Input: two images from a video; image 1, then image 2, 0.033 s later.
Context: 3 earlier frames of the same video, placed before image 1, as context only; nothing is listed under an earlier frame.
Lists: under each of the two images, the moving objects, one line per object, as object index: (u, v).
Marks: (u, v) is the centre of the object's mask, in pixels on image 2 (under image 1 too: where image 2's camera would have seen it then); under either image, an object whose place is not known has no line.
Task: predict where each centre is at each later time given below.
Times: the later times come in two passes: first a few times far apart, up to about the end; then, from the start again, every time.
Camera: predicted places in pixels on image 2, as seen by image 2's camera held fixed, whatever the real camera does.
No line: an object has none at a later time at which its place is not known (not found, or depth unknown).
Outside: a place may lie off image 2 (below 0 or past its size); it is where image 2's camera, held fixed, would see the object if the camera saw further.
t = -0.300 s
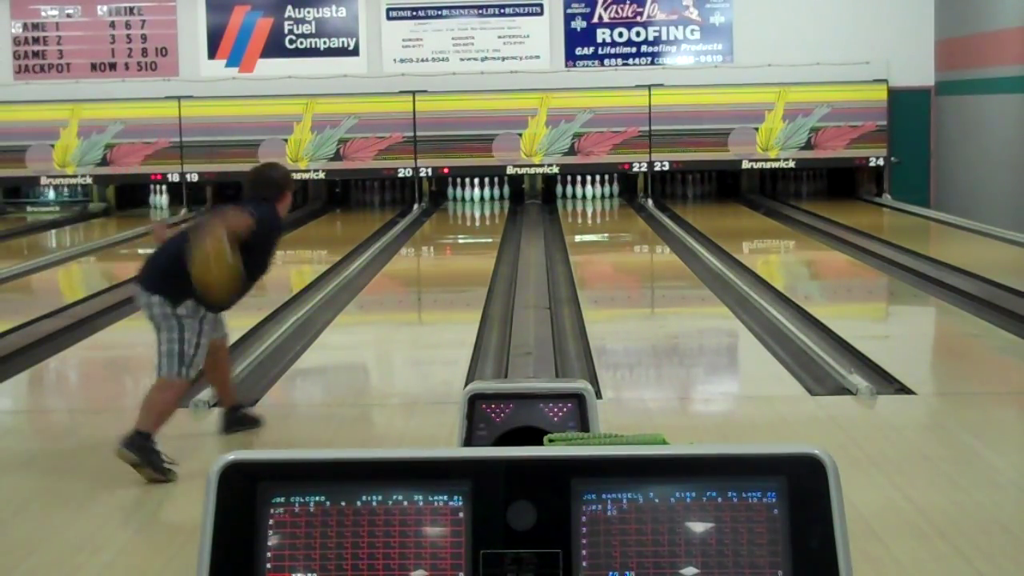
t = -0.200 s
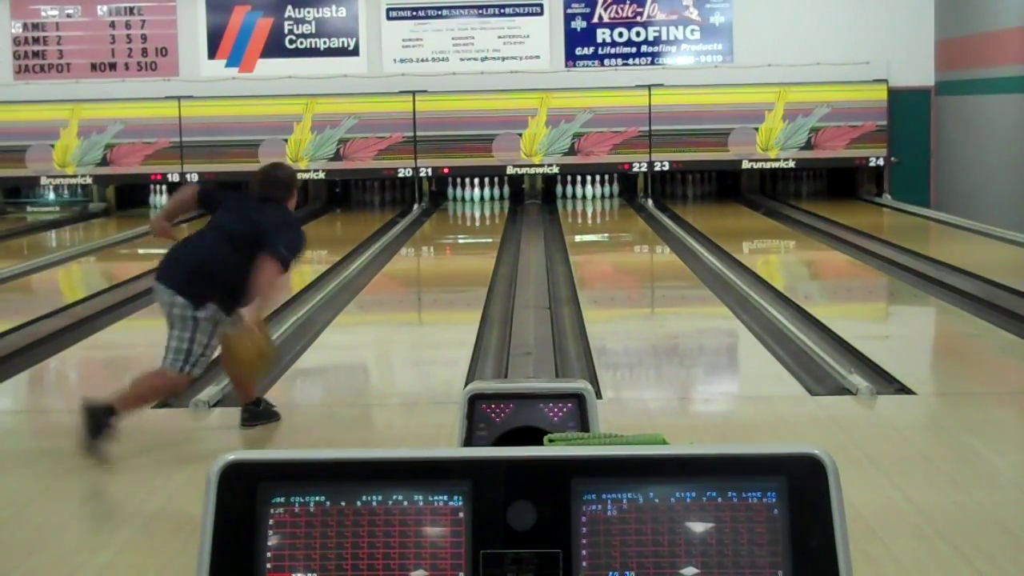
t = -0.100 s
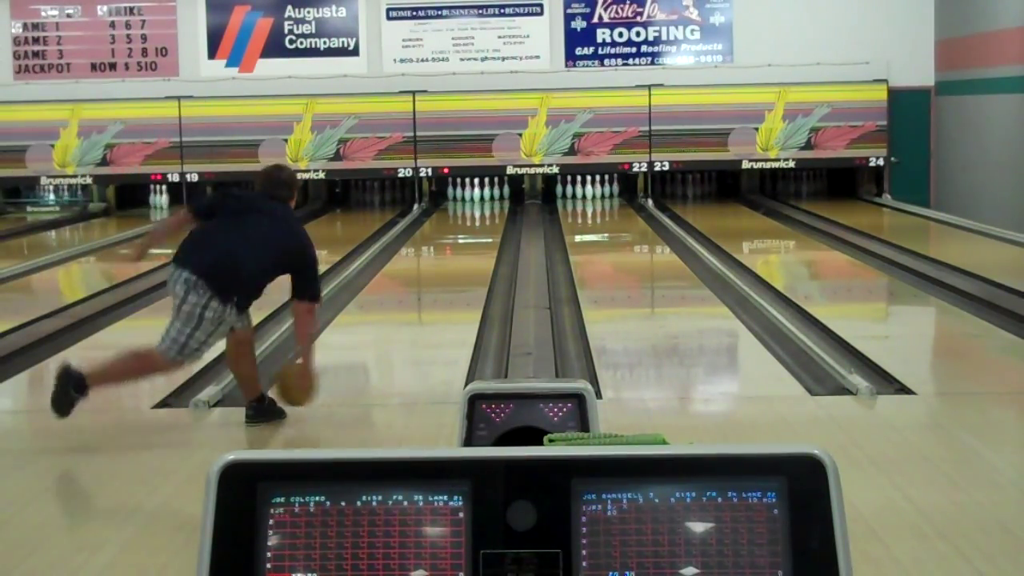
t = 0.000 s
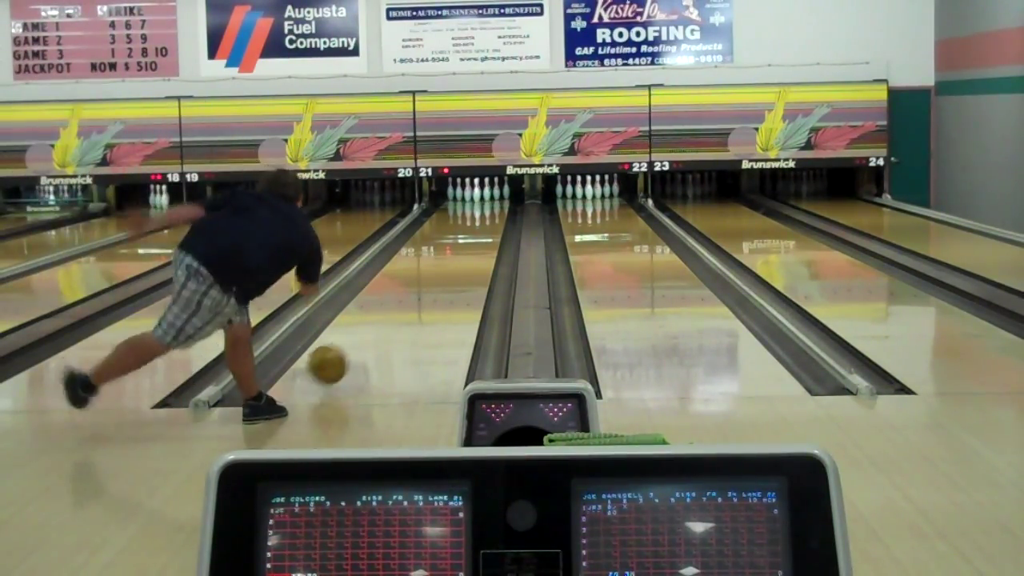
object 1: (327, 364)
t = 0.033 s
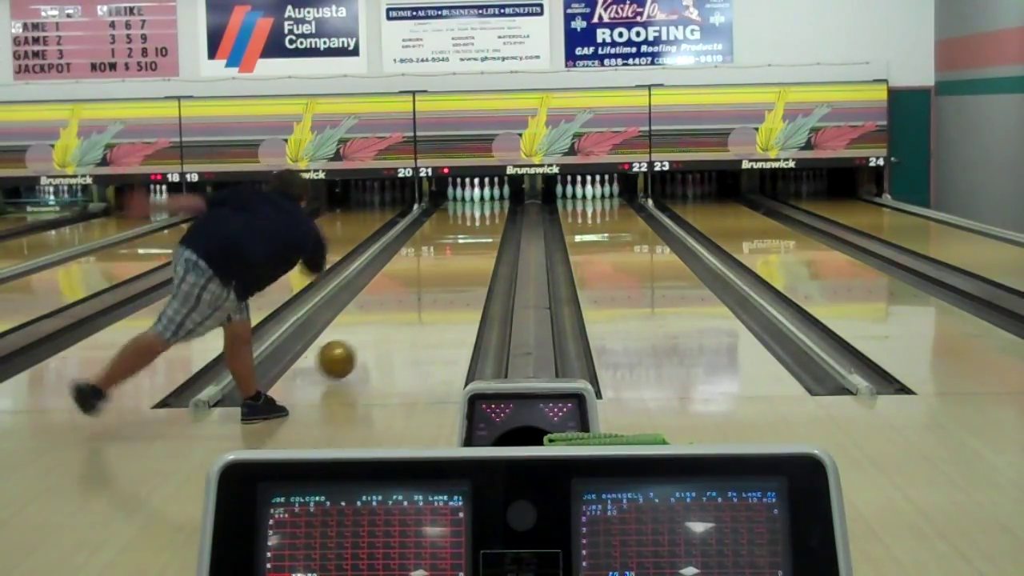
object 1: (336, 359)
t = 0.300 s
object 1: (389, 313)
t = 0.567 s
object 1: (424, 280)
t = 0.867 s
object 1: (451, 254)
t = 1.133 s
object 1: (467, 236)
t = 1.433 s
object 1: (479, 221)
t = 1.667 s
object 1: (484, 212)
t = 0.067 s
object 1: (344, 356)
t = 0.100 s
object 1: (352, 349)
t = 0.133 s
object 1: (359, 342)
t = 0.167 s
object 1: (366, 335)
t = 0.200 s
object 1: (372, 329)
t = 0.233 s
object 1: (378, 324)
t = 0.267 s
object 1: (384, 318)
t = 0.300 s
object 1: (389, 313)
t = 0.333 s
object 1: (395, 307)
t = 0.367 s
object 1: (399, 303)
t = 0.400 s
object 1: (404, 299)
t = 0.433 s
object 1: (408, 295)
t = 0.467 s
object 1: (413, 291)
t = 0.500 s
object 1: (416, 287)
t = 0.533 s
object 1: (420, 283)
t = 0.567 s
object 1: (424, 280)
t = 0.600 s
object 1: (428, 277)
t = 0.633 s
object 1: (431, 273)
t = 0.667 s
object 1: (434, 270)
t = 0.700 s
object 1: (437, 267)
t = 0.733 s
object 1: (440, 264)
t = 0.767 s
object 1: (443, 262)
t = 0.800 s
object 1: (446, 259)
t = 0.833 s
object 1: (448, 256)
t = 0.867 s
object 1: (451, 254)
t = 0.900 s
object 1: (453, 252)
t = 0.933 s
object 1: (456, 250)
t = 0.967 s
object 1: (457, 247)
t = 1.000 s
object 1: (459, 244)
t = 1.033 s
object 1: (461, 243)
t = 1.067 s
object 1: (463, 241)
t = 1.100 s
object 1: (465, 239)
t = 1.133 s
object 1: (467, 236)
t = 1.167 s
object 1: (468, 235)
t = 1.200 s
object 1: (470, 233)
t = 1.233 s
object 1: (471, 231)
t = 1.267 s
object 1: (473, 229)
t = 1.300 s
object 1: (474, 227)
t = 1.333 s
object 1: (475, 225)
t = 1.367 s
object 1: (476, 224)
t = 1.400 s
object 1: (478, 223)
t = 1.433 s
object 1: (479, 221)
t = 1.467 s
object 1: (479, 219)
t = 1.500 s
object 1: (480, 218)
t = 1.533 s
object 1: (481, 217)
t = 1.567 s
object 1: (481, 215)
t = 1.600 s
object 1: (482, 214)
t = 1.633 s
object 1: (482, 213)
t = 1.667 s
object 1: (484, 212)
